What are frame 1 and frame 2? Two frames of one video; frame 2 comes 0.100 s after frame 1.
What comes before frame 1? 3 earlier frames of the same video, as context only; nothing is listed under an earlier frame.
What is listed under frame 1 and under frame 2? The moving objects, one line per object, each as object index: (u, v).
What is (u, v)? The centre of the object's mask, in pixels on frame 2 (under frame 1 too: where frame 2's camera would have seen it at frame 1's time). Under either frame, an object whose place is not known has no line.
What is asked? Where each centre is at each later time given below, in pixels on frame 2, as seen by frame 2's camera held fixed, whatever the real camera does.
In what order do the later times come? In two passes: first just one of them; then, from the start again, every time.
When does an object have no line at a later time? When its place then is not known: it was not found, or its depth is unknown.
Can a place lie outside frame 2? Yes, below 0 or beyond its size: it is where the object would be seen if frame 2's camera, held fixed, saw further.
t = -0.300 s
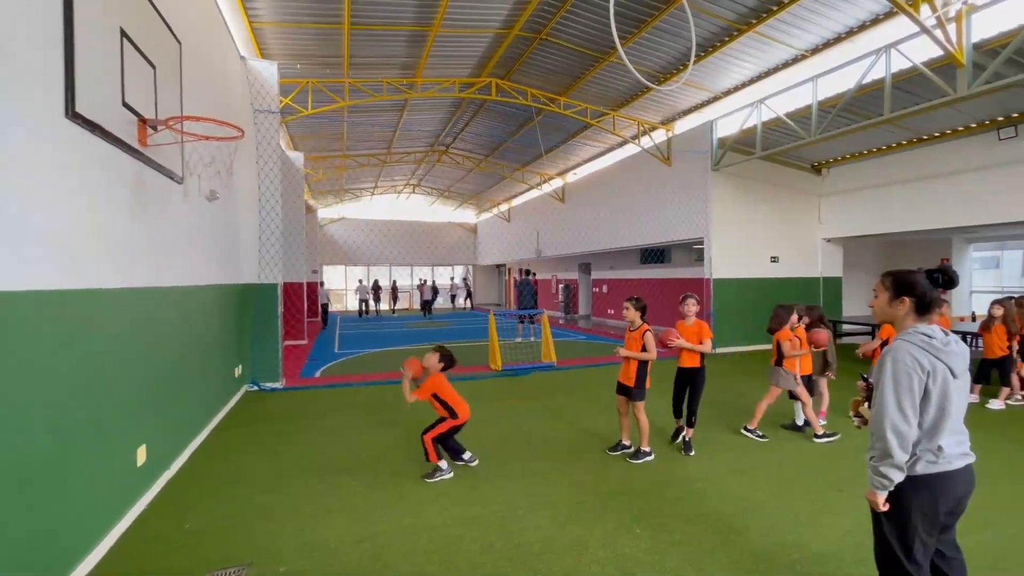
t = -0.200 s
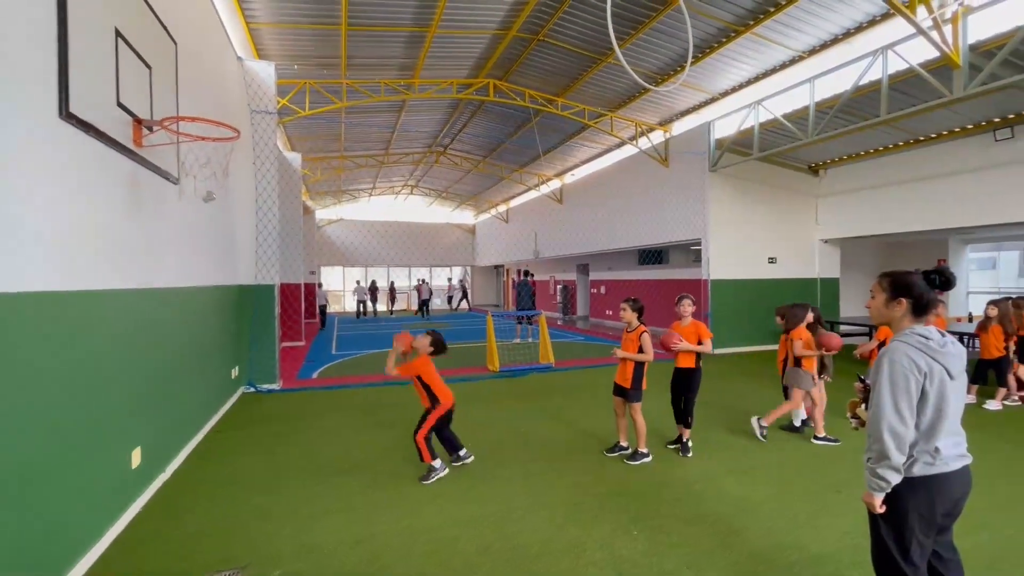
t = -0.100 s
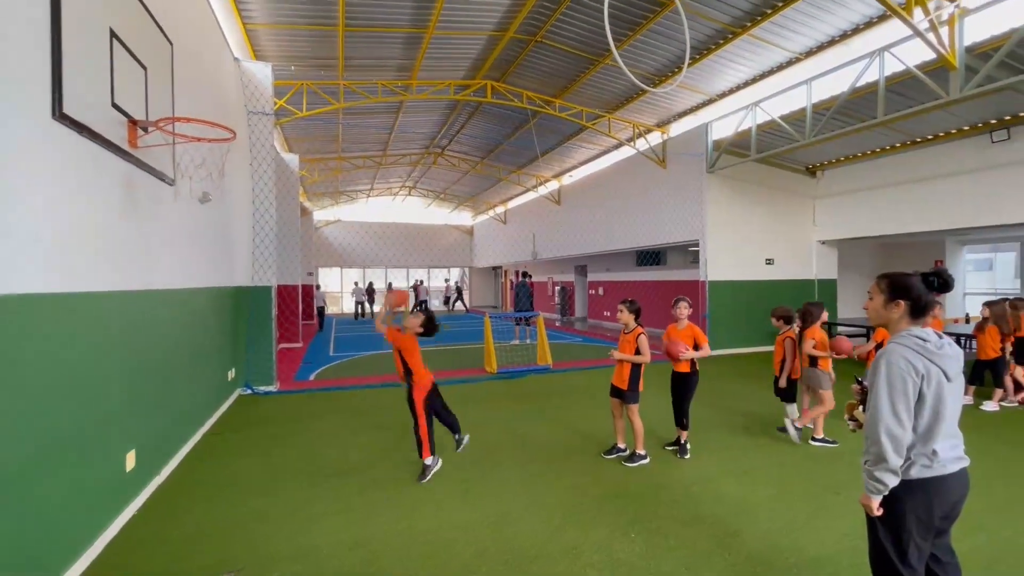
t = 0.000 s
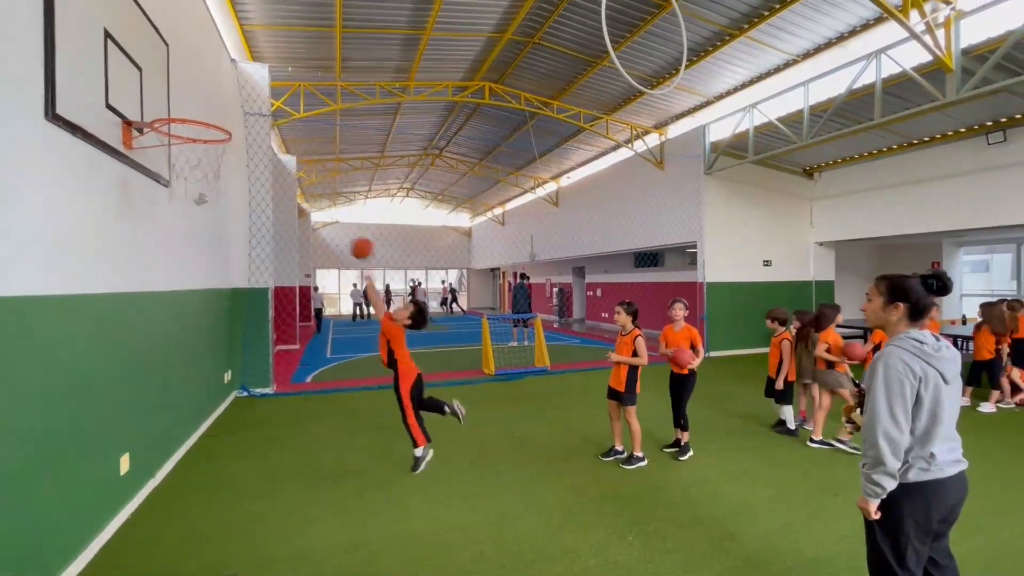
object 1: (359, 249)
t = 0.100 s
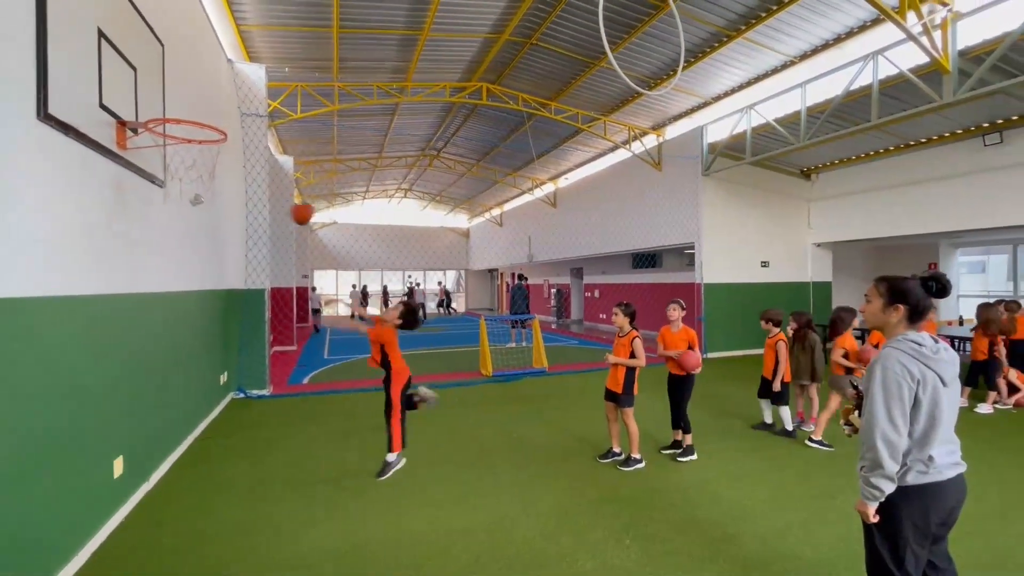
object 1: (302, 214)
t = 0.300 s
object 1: (184, 177)
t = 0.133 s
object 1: (284, 204)
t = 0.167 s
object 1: (264, 196)
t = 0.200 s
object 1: (245, 189)
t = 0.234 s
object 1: (224, 183)
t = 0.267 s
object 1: (204, 180)
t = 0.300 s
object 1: (184, 177)
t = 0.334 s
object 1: (163, 177)
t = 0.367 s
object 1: (143, 178)
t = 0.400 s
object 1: (132, 181)
